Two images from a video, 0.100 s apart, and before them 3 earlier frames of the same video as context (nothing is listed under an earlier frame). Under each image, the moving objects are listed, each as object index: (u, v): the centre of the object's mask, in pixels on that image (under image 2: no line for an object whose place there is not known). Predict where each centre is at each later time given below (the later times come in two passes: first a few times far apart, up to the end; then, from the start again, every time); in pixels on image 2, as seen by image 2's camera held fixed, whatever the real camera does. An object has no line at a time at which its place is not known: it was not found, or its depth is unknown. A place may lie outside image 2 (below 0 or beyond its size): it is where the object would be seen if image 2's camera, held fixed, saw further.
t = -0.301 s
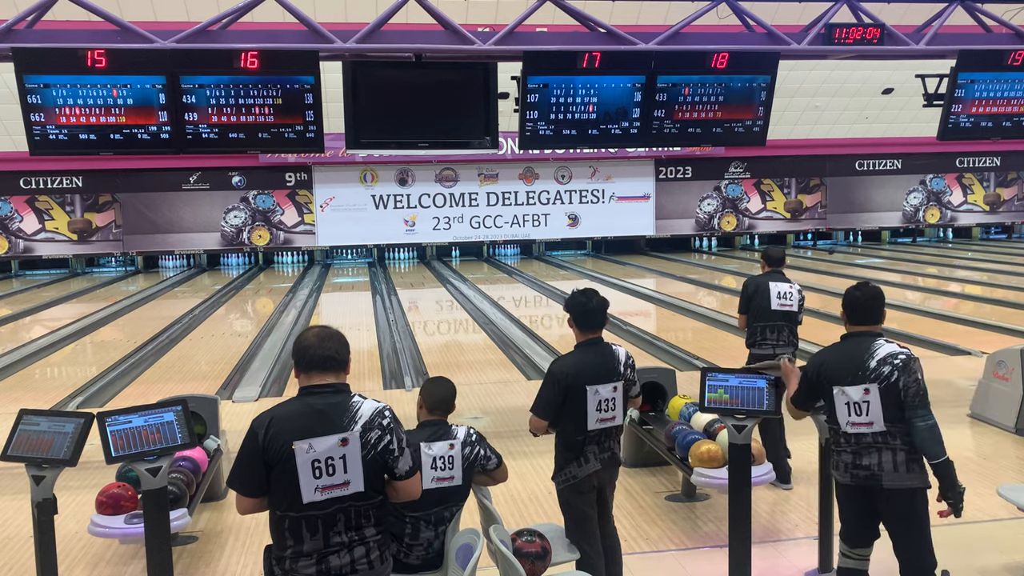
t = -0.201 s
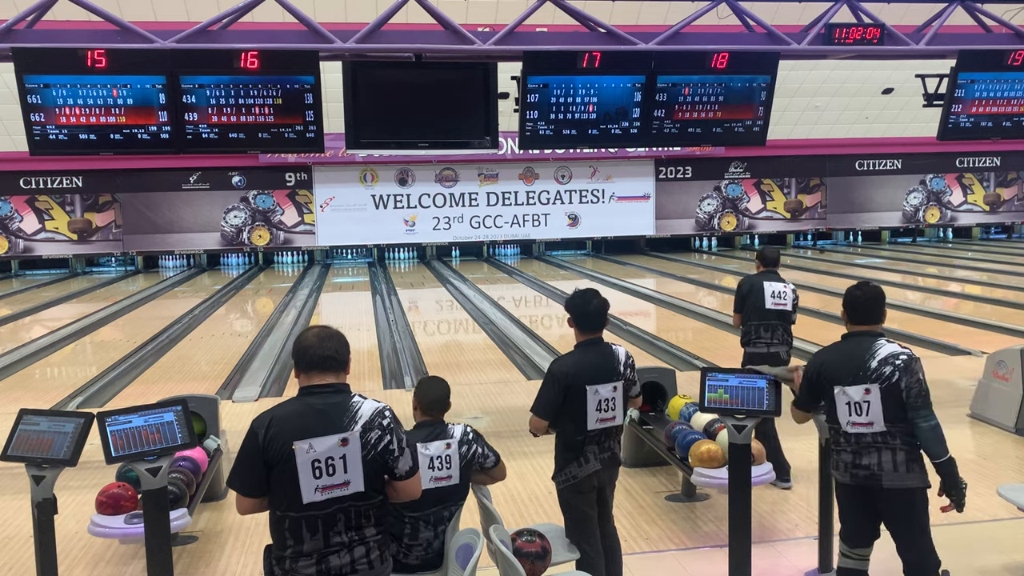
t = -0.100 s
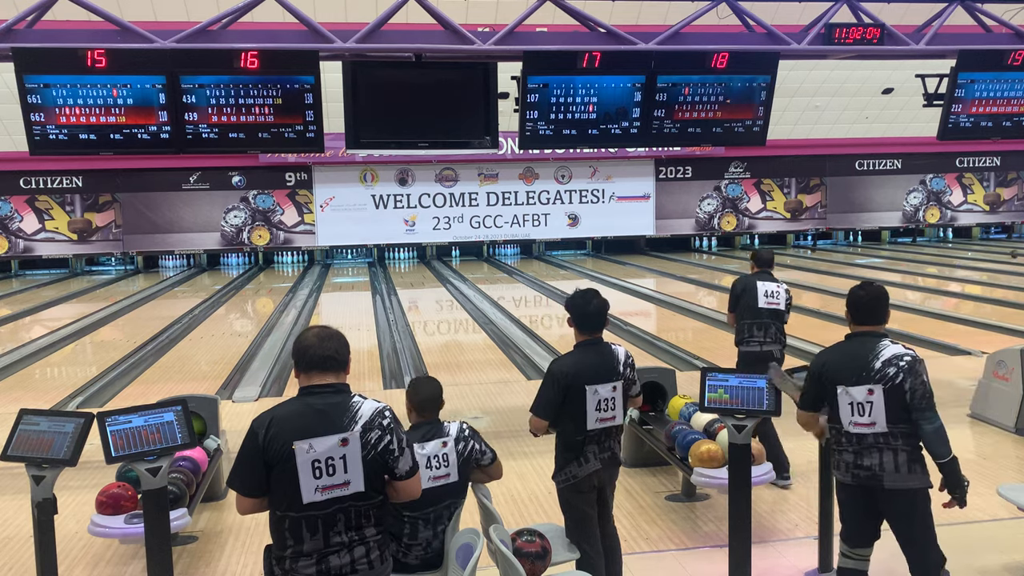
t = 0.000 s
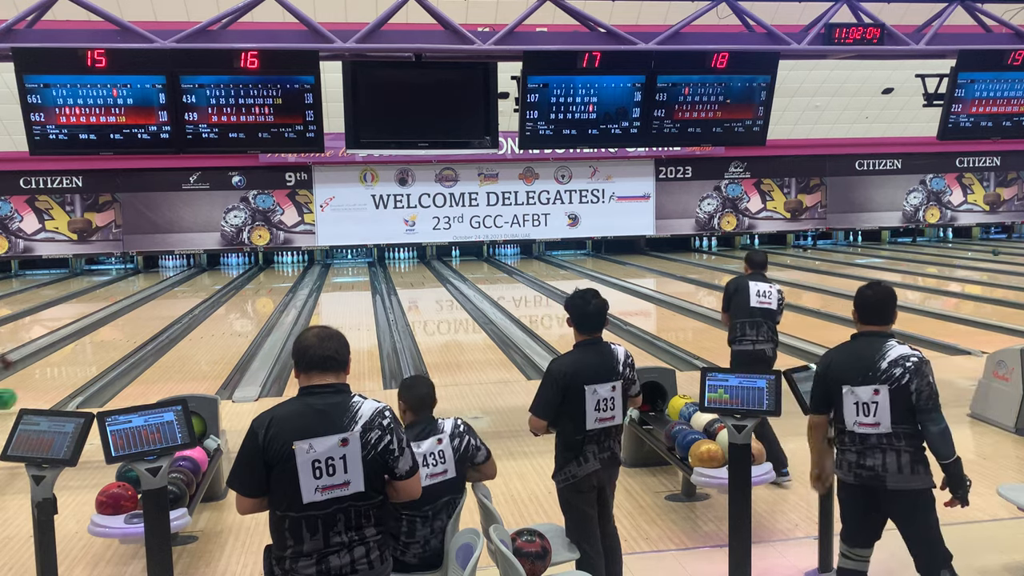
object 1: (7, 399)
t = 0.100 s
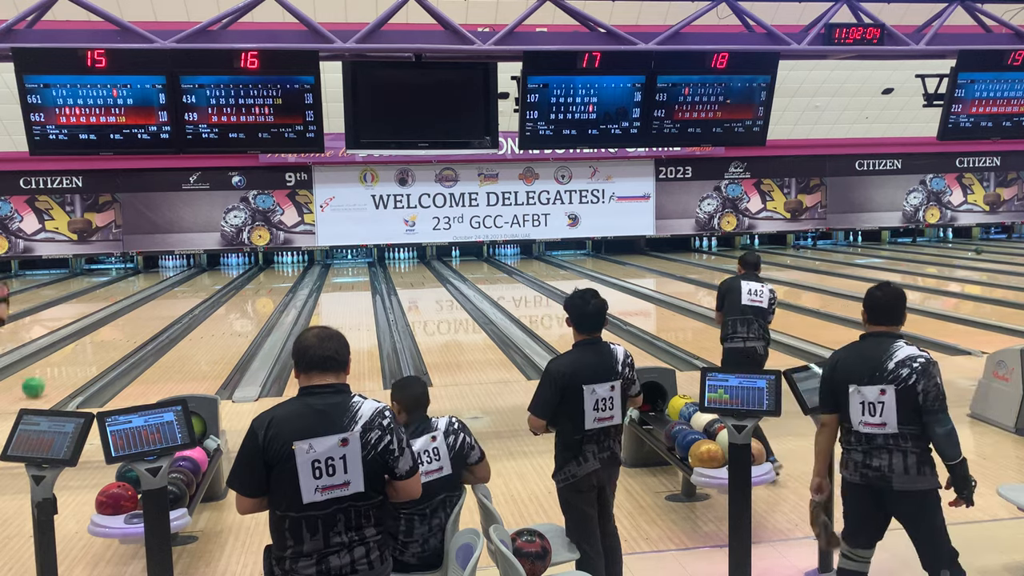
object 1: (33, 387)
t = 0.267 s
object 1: (71, 367)
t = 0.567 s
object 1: (121, 337)
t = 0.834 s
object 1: (152, 318)
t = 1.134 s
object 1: (179, 302)
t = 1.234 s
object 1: (186, 298)
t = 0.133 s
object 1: (41, 383)
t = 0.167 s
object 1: (49, 379)
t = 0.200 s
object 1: (58, 376)
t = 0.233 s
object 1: (65, 371)
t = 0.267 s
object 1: (71, 367)
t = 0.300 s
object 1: (78, 362)
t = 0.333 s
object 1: (84, 359)
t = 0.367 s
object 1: (90, 355)
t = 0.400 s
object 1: (95, 352)
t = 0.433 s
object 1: (101, 349)
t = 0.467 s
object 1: (106, 346)
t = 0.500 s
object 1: (111, 343)
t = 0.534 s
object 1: (116, 340)
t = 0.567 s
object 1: (121, 337)
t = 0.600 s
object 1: (125, 334)
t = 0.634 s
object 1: (130, 331)
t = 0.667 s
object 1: (134, 329)
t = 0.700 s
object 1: (138, 327)
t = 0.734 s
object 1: (141, 324)
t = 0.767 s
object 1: (146, 322)
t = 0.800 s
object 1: (149, 320)
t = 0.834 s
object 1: (152, 318)
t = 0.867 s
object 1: (156, 316)
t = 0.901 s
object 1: (159, 314)
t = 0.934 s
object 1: (162, 313)
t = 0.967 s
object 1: (165, 311)
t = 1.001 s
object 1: (168, 309)
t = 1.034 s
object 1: (171, 307)
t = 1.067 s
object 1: (173, 305)
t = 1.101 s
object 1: (176, 303)
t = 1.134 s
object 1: (179, 302)
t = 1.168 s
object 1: (181, 301)
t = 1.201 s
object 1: (184, 299)
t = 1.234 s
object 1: (186, 298)
